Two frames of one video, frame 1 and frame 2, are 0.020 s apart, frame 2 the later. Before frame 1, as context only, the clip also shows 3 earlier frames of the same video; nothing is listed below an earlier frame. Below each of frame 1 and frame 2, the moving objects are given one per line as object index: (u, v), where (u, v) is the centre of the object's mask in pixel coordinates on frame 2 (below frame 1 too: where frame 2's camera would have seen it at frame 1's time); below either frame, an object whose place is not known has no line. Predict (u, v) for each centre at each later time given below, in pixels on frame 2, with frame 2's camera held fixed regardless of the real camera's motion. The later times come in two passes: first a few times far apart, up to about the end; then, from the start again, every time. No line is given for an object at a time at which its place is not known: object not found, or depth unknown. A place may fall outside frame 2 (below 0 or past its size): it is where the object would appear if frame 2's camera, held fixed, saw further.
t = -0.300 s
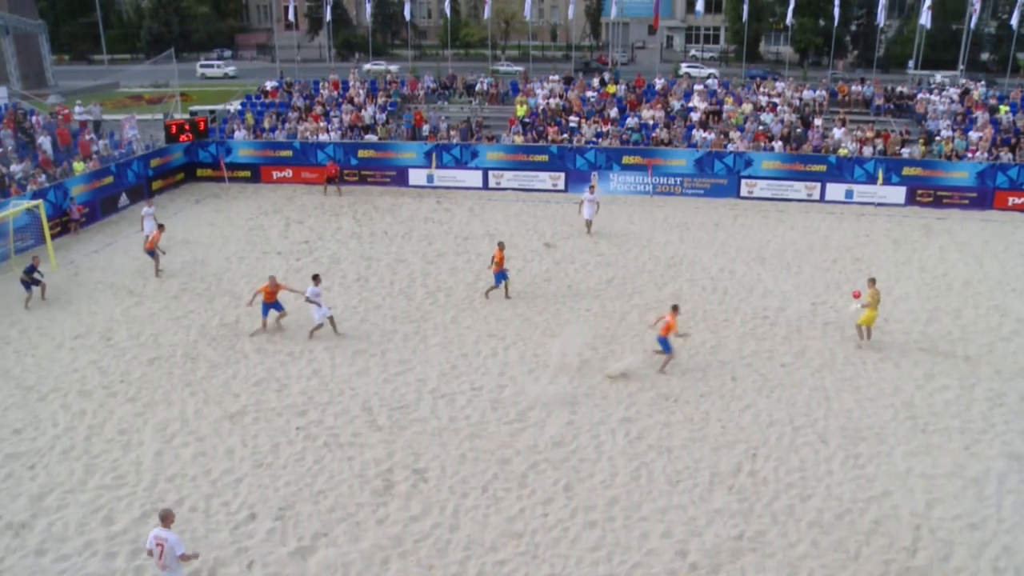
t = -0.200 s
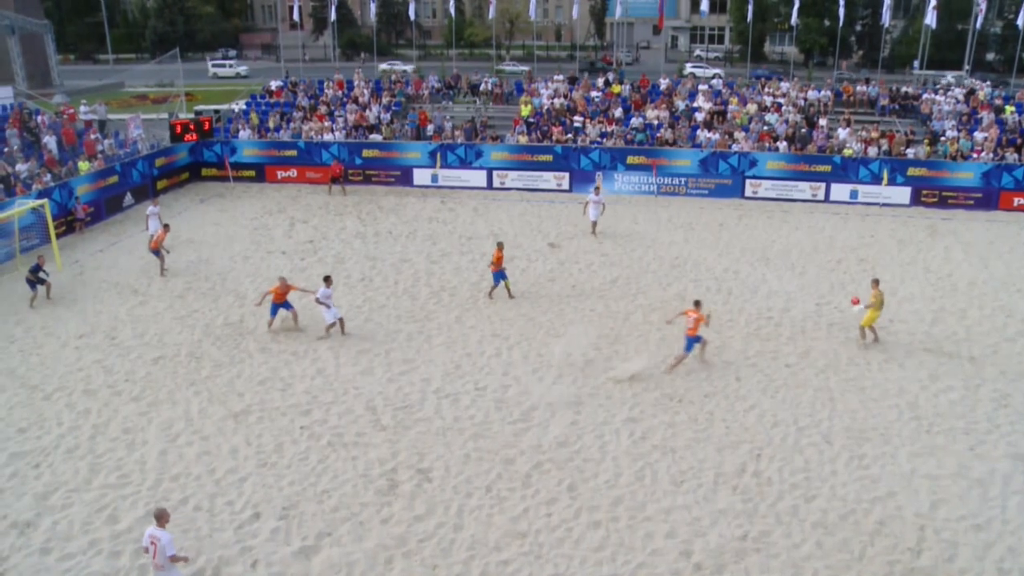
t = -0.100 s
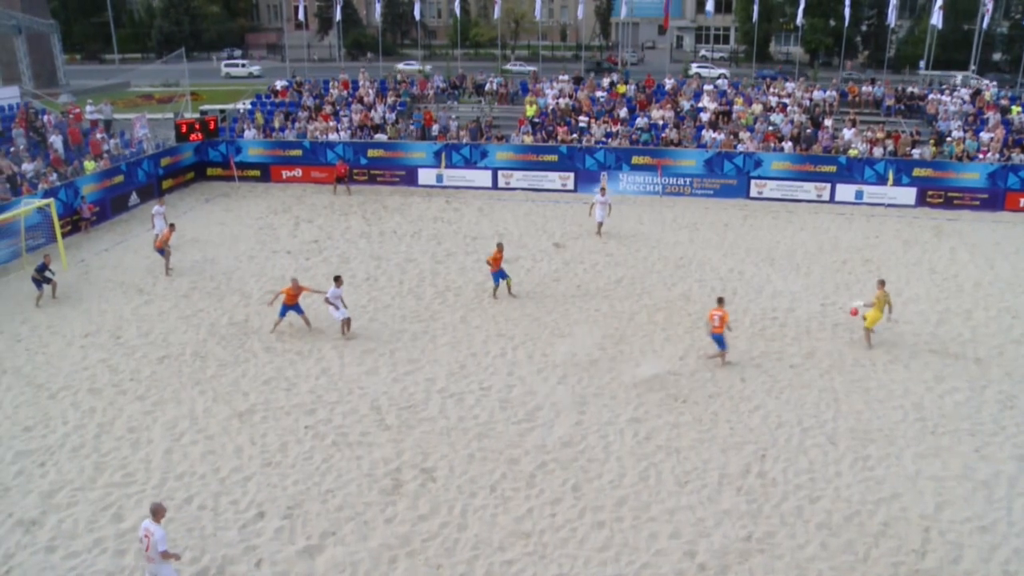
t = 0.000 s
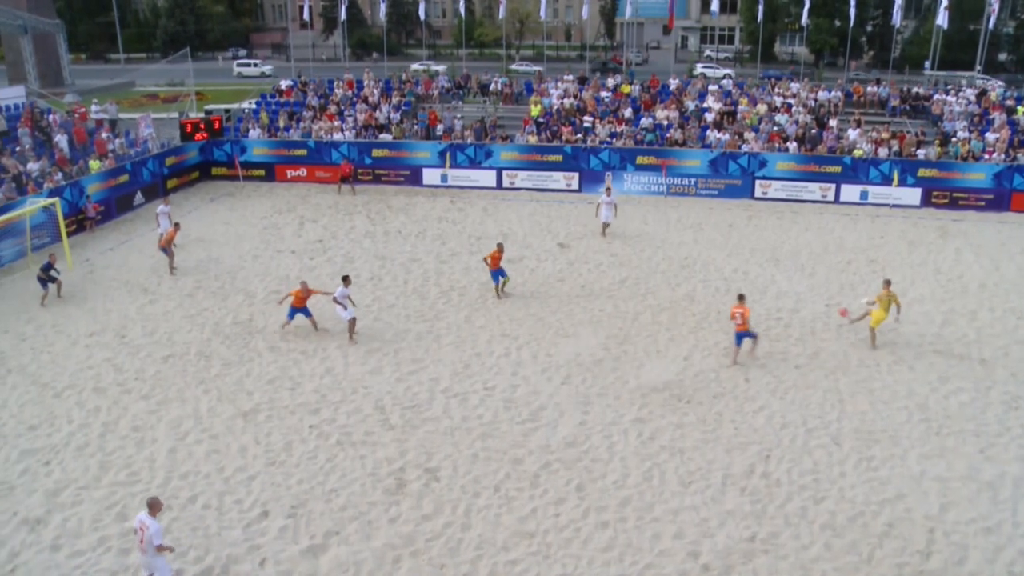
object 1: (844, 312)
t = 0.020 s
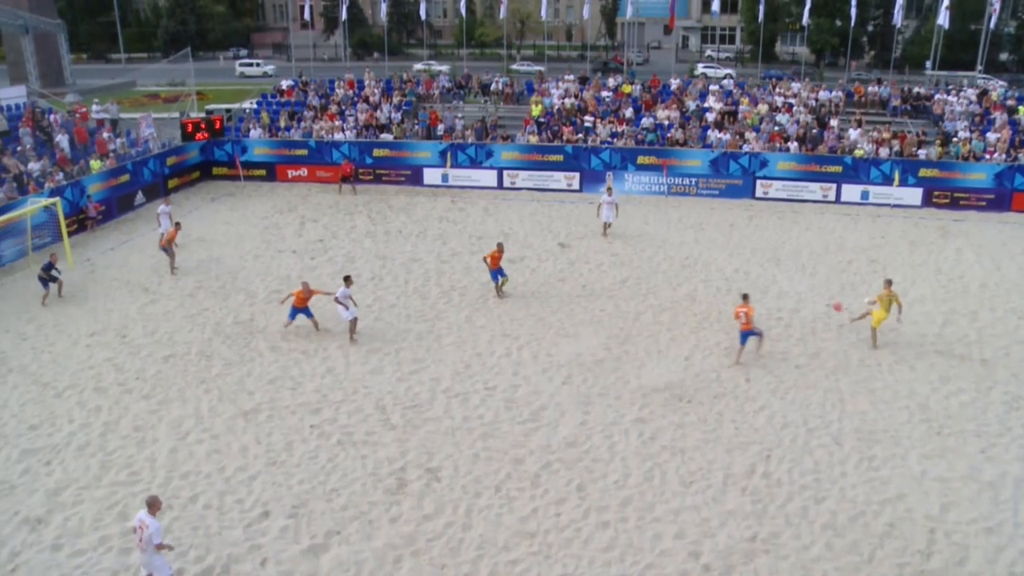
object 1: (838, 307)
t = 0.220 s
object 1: (766, 258)
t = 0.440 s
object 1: (685, 221)
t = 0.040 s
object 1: (831, 301)
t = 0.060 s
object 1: (824, 296)
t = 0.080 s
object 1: (816, 291)
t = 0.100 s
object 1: (810, 285)
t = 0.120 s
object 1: (802, 280)
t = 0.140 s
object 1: (795, 275)
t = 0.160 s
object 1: (788, 271)
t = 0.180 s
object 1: (780, 266)
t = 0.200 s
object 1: (773, 261)
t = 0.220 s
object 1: (766, 258)
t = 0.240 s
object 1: (758, 253)
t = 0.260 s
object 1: (750, 249)
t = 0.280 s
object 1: (743, 246)
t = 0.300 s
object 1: (736, 242)
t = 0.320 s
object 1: (728, 239)
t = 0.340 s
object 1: (721, 235)
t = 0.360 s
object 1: (713, 232)
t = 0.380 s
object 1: (706, 229)
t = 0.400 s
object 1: (698, 226)
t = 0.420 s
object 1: (691, 224)
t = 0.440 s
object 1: (685, 221)
